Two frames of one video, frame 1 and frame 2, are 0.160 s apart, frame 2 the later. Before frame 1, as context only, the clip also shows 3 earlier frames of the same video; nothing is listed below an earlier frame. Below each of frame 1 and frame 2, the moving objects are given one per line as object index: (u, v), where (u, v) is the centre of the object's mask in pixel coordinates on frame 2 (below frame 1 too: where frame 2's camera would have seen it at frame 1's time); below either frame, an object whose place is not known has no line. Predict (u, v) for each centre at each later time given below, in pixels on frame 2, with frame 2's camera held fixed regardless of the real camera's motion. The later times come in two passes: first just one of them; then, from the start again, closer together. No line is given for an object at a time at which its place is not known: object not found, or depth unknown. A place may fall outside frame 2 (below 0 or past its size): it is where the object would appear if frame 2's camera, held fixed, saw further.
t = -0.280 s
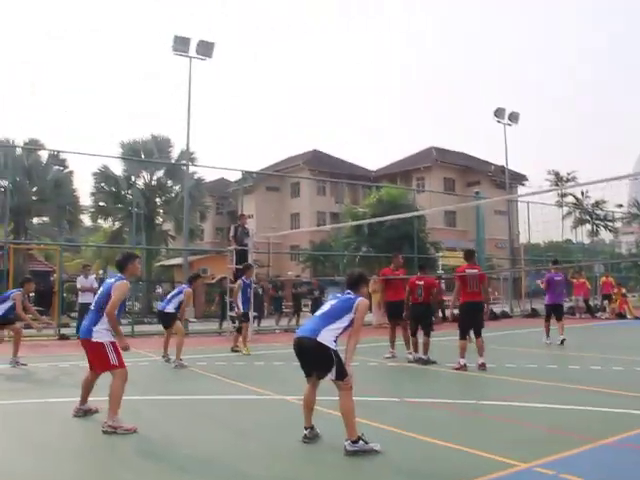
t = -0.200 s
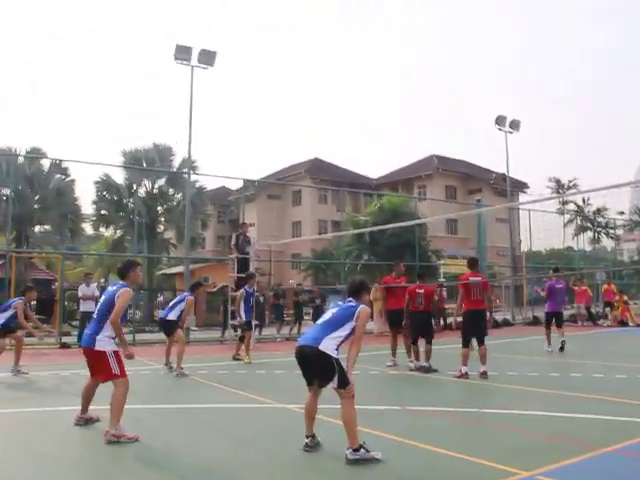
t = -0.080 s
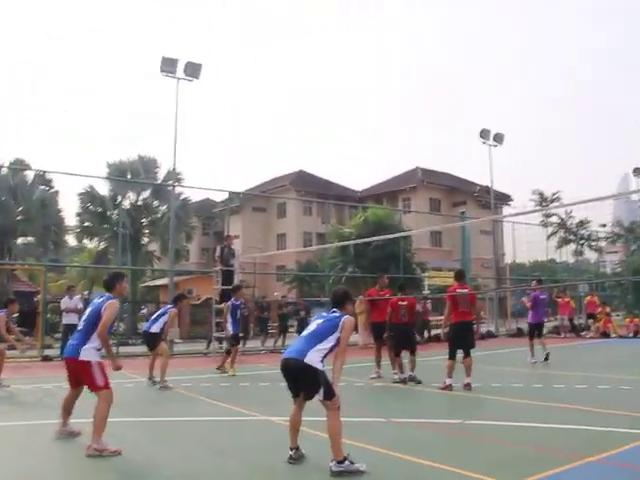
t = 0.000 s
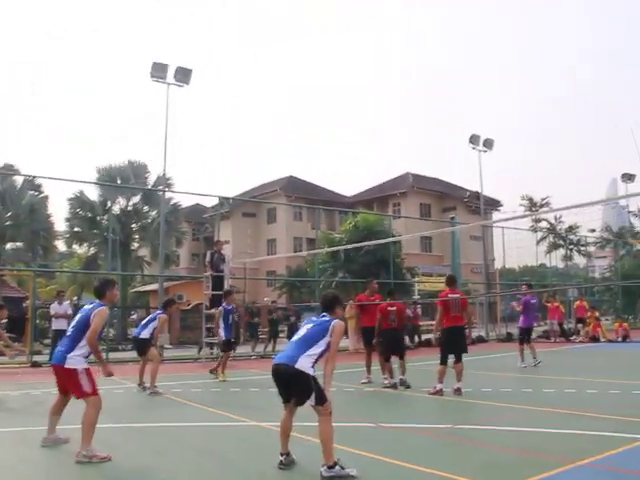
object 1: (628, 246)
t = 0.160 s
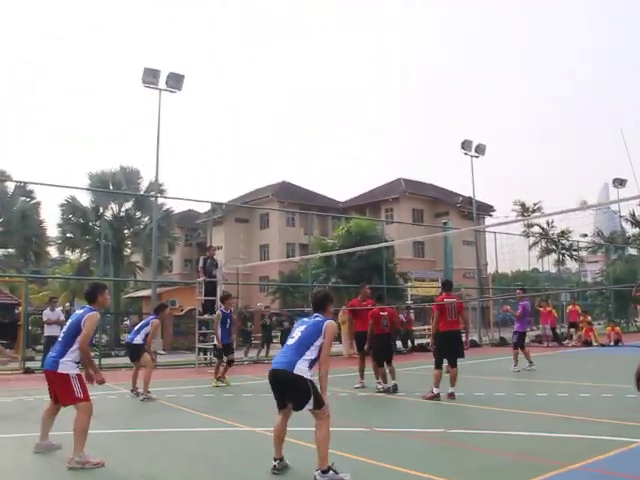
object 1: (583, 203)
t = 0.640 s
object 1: (421, 108)
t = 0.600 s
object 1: (437, 113)
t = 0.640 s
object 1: (421, 108)
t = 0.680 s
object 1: (404, 103)
